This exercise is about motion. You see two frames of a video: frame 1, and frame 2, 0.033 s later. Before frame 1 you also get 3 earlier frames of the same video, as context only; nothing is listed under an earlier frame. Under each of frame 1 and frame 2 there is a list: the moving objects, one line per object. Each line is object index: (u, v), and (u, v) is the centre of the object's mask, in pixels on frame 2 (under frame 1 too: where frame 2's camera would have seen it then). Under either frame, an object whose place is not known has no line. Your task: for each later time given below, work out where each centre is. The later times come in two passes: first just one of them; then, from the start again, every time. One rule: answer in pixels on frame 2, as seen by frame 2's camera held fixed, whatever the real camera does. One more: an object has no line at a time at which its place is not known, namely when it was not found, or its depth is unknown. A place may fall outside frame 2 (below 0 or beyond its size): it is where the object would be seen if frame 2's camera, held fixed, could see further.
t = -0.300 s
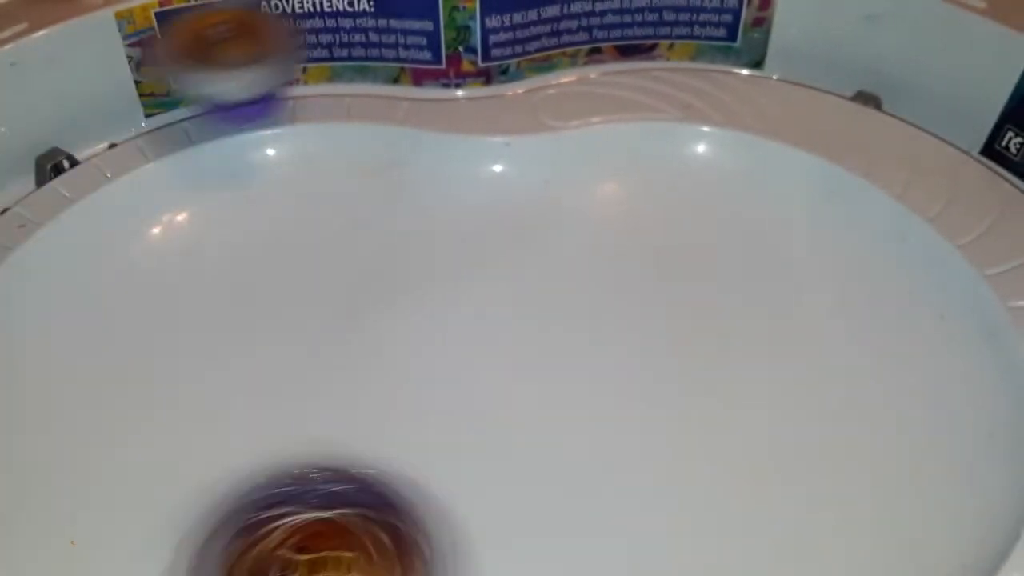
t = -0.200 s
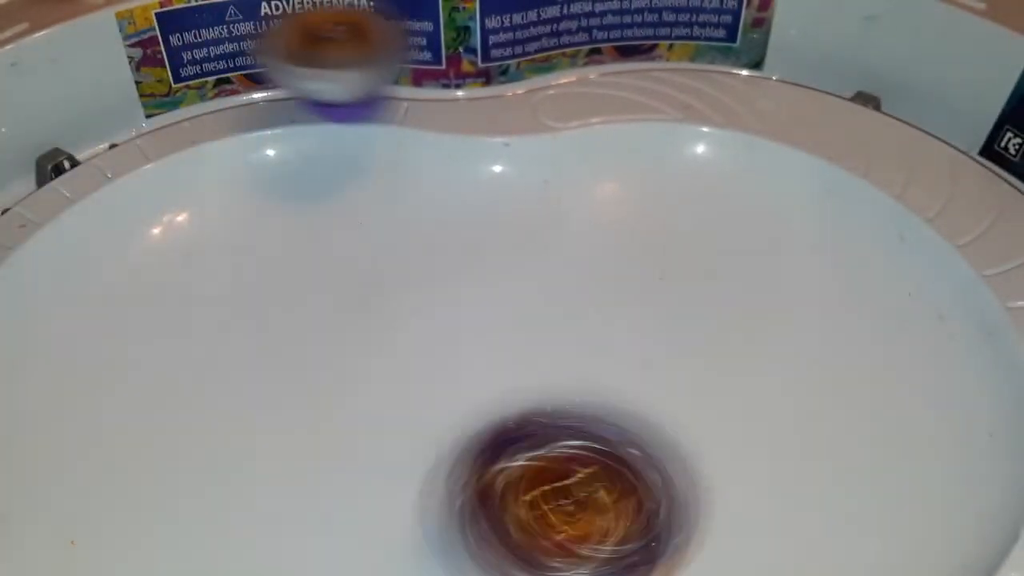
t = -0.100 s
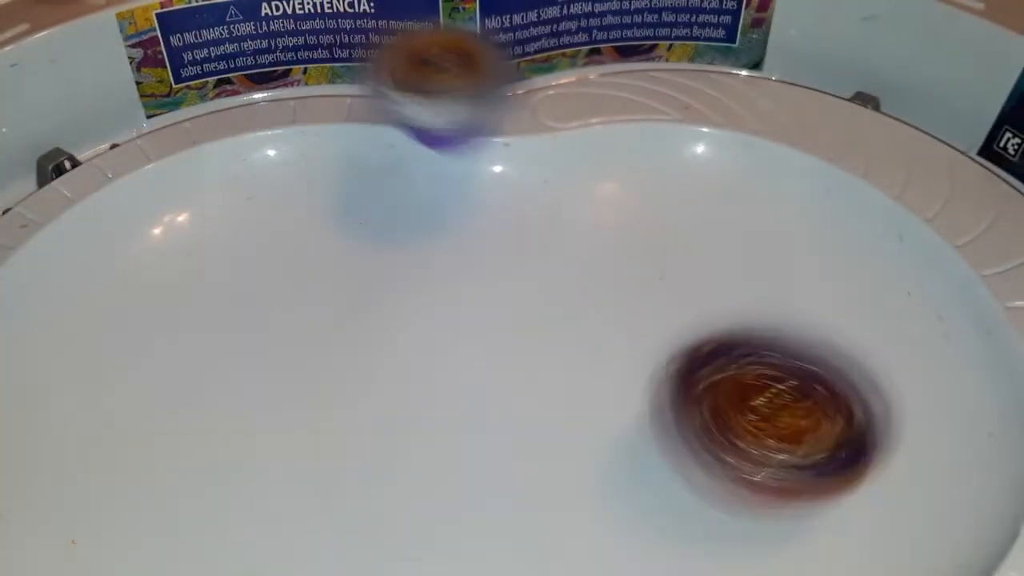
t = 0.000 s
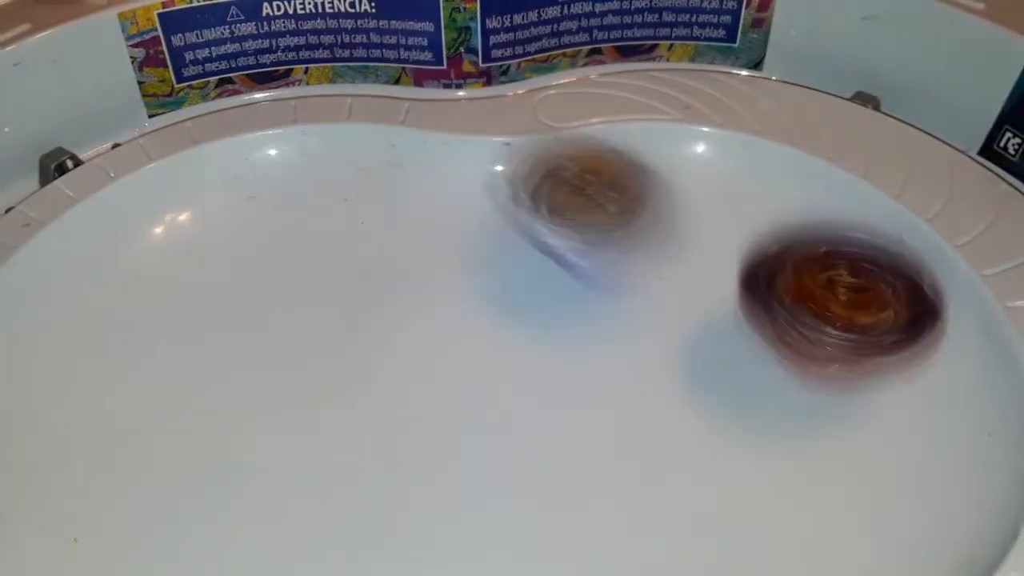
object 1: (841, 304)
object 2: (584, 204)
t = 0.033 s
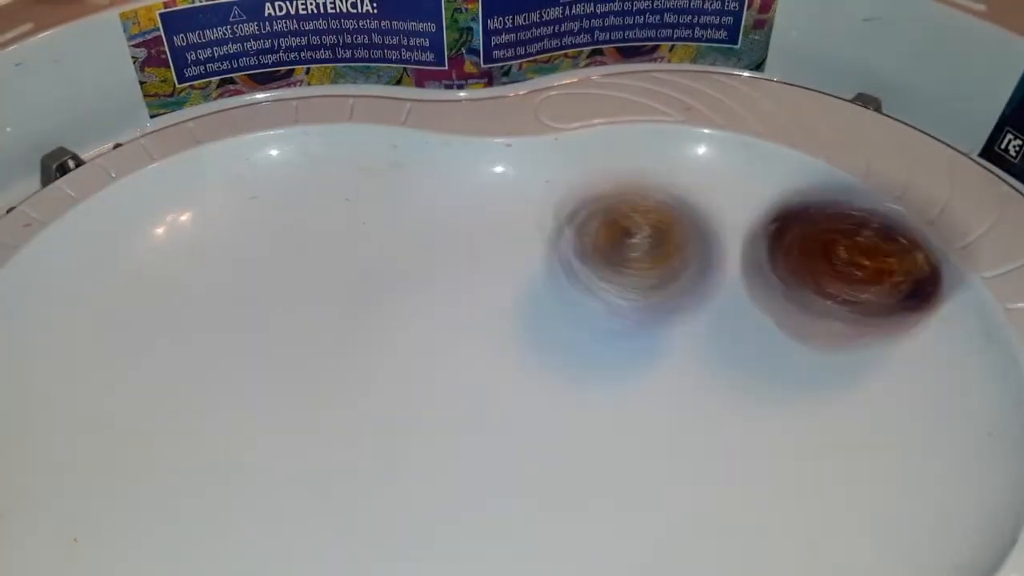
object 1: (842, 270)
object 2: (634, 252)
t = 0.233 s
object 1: (973, 128)
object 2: (289, 465)
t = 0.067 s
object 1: (907, 209)
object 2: (599, 281)
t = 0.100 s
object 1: (927, 165)
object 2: (560, 311)
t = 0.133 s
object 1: (941, 146)
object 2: (511, 350)
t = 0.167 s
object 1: (949, 147)
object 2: (457, 381)
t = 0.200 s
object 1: (961, 135)
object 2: (387, 418)
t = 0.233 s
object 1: (973, 128)
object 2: (289, 465)
